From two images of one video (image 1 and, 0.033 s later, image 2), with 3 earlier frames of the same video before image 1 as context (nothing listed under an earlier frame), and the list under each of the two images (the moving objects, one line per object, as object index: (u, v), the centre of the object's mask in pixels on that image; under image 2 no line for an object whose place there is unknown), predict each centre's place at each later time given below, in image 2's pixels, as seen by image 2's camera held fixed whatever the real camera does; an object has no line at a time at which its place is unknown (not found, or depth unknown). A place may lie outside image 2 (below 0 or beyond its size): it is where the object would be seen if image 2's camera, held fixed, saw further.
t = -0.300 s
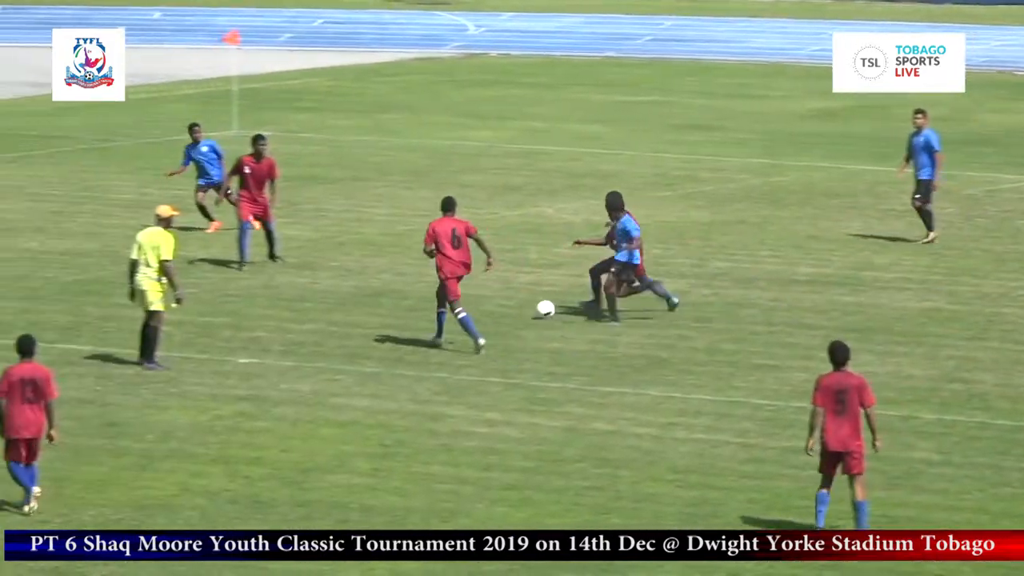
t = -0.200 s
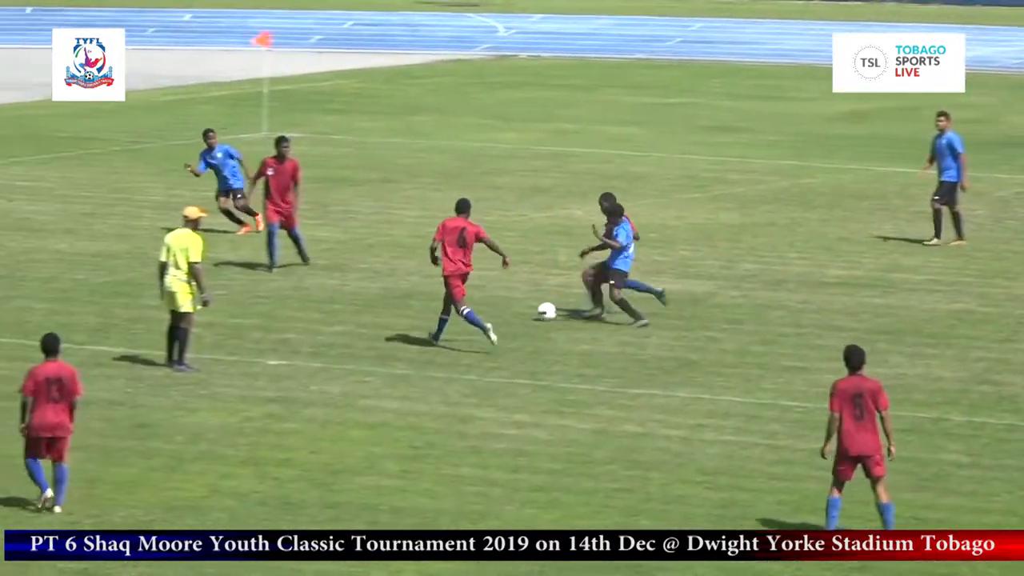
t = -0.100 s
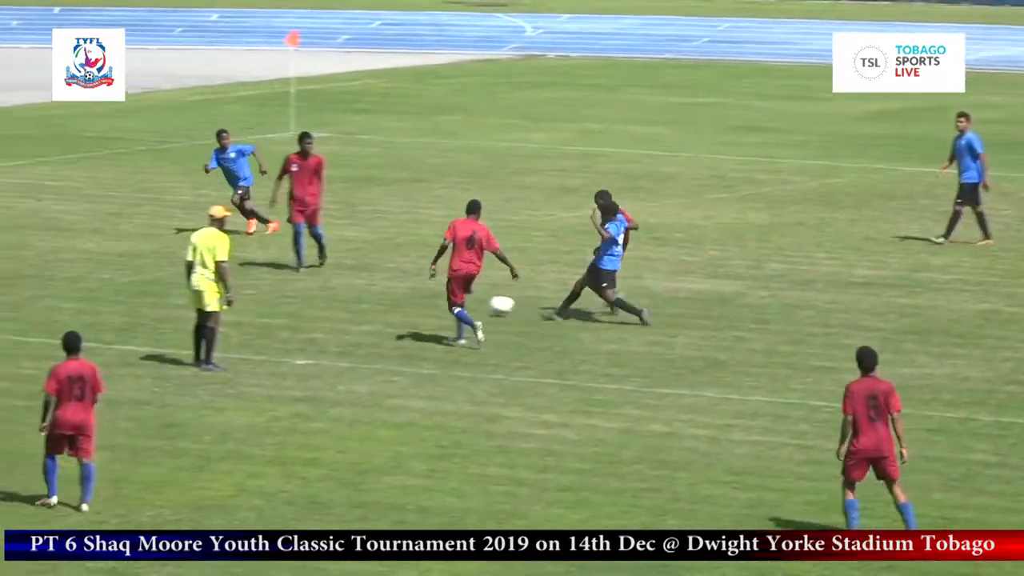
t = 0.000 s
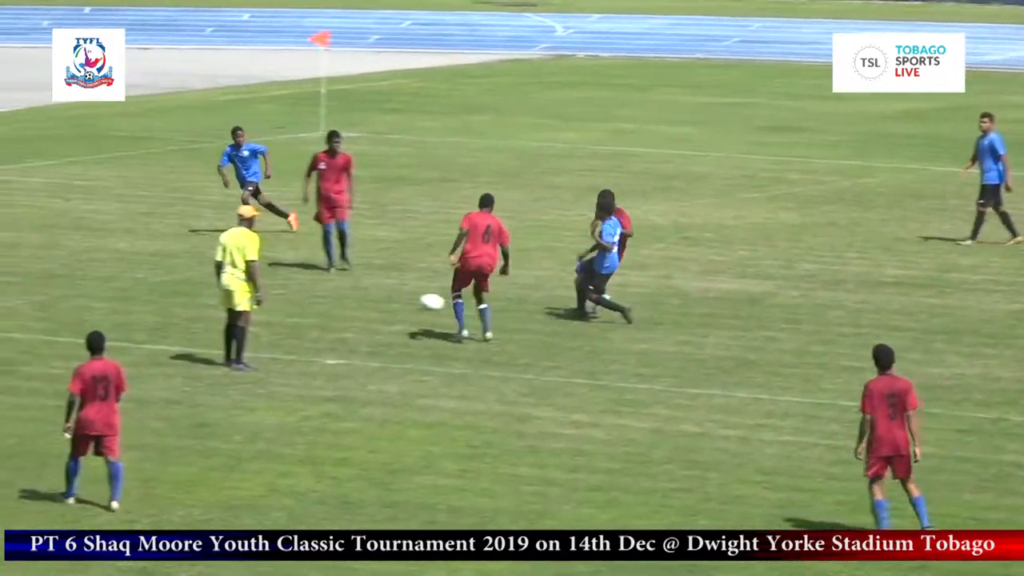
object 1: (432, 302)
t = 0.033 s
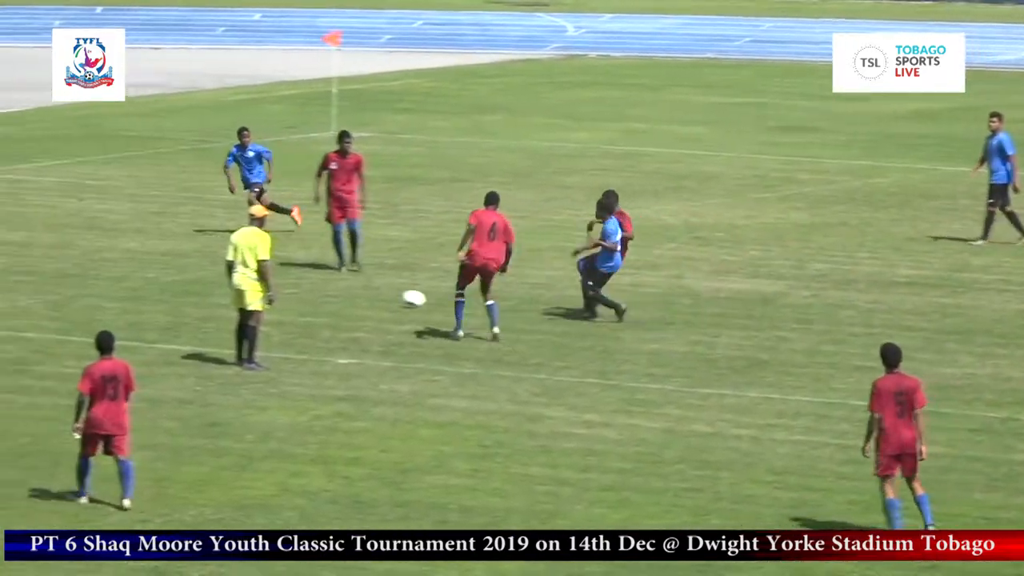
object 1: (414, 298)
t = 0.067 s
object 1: (385, 296)
